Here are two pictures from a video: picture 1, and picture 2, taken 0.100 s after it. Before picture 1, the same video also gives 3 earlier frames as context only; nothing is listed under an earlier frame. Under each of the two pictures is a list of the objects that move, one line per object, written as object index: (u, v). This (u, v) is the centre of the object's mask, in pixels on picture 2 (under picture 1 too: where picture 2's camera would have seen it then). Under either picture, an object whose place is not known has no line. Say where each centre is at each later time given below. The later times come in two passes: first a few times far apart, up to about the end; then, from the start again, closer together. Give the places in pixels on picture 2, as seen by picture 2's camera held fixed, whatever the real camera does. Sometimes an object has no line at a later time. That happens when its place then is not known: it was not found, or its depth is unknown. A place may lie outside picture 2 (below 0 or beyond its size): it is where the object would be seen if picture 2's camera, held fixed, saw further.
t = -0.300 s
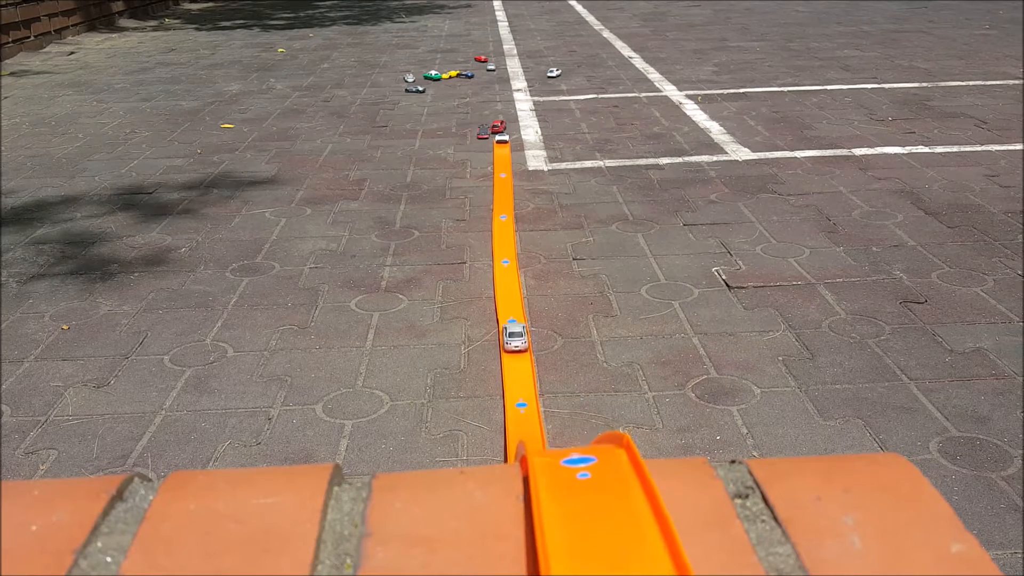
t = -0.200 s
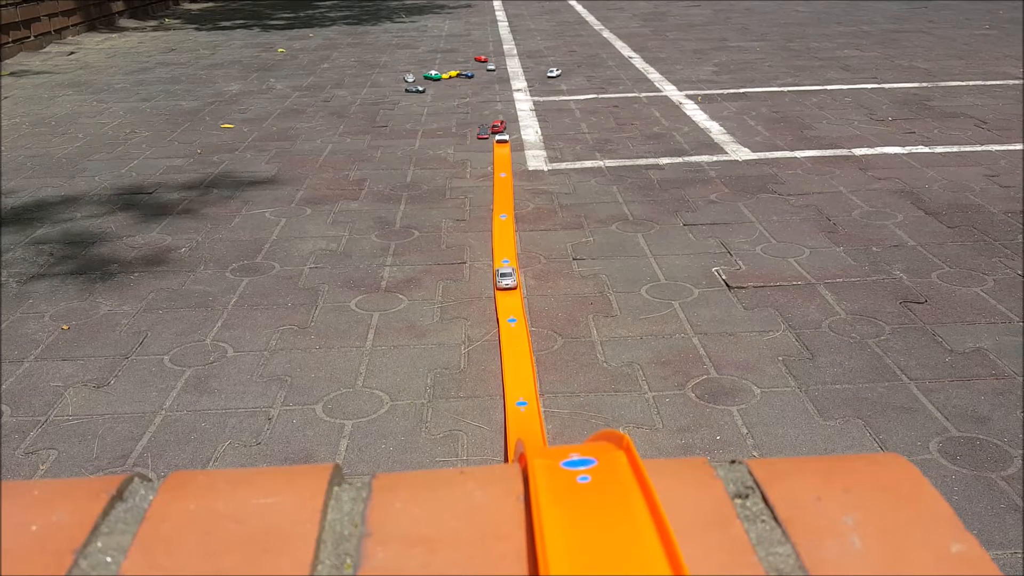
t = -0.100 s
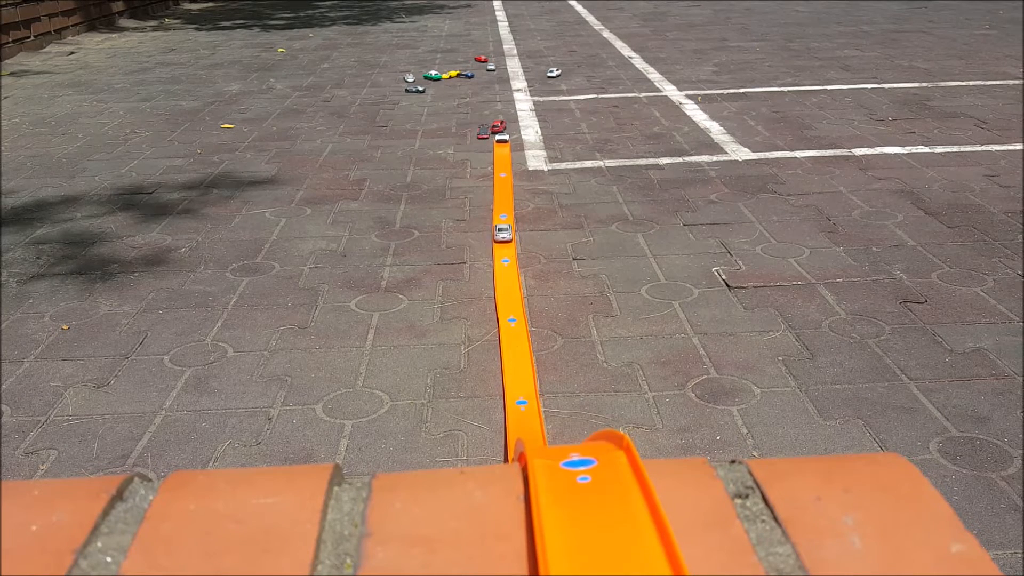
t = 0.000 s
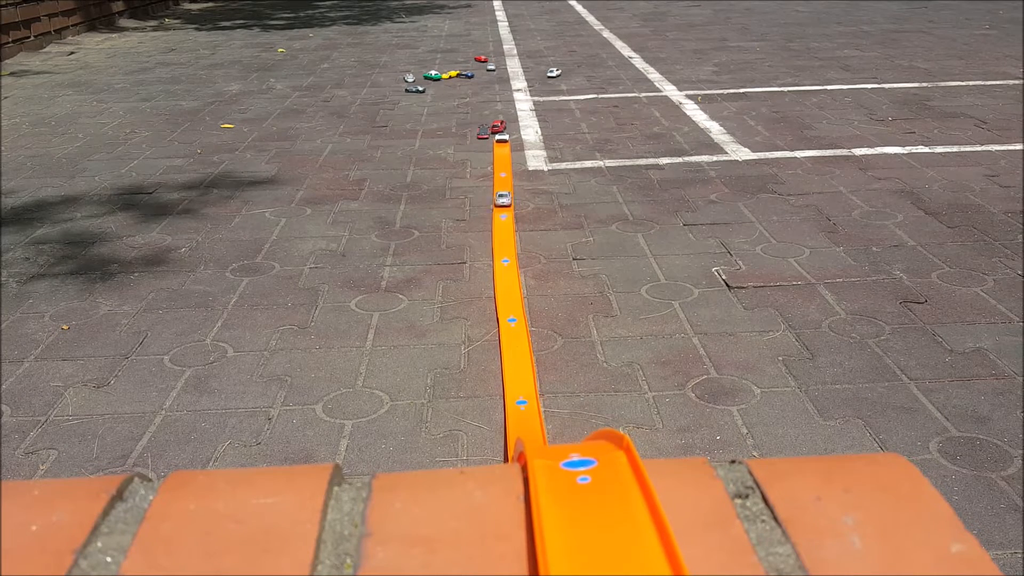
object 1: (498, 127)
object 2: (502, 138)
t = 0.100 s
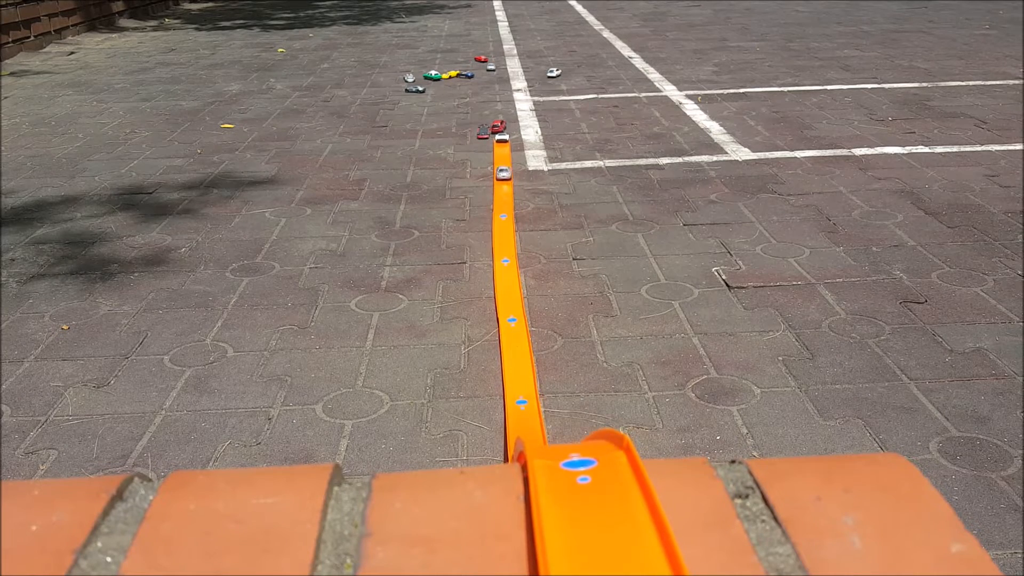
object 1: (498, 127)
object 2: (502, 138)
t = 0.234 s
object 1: (498, 127)
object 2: (502, 136)
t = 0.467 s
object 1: (496, 115)
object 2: (518, 128)
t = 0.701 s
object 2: (537, 129)
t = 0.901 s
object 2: (532, 130)
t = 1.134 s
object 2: (531, 131)
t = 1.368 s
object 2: (531, 131)
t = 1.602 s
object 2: (531, 131)
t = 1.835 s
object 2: (531, 131)
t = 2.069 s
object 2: (531, 131)
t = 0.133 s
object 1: (498, 127)
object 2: (502, 138)
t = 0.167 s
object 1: (498, 127)
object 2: (502, 138)
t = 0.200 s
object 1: (498, 127)
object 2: (502, 138)
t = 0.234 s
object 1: (498, 127)
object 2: (502, 136)
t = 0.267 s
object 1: (497, 126)
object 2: (502, 131)
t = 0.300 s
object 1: (497, 122)
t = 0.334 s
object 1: (498, 120)
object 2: (509, 130)
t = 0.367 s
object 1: (498, 117)
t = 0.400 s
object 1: (498, 117)
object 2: (513, 129)
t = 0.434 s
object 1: (497, 116)
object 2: (516, 126)
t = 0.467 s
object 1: (496, 115)
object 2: (518, 128)
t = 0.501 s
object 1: (495, 115)
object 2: (521, 129)
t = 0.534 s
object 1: (498, 113)
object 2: (525, 131)
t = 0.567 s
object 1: (501, 114)
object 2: (529, 130)
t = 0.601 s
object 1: (502, 113)
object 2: (533, 130)
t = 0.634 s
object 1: (503, 112)
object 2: (535, 130)
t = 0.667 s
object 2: (536, 129)
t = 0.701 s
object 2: (537, 129)
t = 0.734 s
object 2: (537, 129)
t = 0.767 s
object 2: (537, 129)
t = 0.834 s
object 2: (535, 130)
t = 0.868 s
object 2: (534, 130)
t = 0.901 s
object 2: (532, 130)
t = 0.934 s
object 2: (530, 131)
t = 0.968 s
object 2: (528, 130)
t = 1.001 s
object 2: (527, 130)
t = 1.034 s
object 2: (529, 130)
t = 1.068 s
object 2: (530, 131)
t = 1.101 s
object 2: (531, 131)
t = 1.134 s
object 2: (531, 131)
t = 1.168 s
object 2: (530, 131)
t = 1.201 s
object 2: (531, 131)
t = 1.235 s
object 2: (531, 131)
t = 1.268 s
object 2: (531, 131)
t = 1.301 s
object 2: (531, 131)
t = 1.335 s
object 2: (531, 131)
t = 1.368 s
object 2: (531, 131)
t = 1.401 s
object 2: (531, 132)
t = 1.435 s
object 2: (531, 131)
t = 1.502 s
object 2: (531, 132)
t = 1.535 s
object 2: (531, 131)
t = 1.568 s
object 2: (531, 131)
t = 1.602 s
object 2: (531, 131)
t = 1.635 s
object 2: (531, 131)
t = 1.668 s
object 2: (531, 131)
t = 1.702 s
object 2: (531, 131)
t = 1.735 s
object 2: (531, 131)
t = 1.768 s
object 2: (531, 131)
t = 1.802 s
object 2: (531, 131)
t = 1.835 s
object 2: (531, 131)
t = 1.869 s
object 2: (531, 131)
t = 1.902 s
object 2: (531, 131)
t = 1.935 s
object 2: (531, 132)
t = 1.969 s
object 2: (531, 131)
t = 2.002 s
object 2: (531, 131)
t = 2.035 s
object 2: (531, 131)
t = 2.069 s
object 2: (531, 131)
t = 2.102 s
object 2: (532, 131)
